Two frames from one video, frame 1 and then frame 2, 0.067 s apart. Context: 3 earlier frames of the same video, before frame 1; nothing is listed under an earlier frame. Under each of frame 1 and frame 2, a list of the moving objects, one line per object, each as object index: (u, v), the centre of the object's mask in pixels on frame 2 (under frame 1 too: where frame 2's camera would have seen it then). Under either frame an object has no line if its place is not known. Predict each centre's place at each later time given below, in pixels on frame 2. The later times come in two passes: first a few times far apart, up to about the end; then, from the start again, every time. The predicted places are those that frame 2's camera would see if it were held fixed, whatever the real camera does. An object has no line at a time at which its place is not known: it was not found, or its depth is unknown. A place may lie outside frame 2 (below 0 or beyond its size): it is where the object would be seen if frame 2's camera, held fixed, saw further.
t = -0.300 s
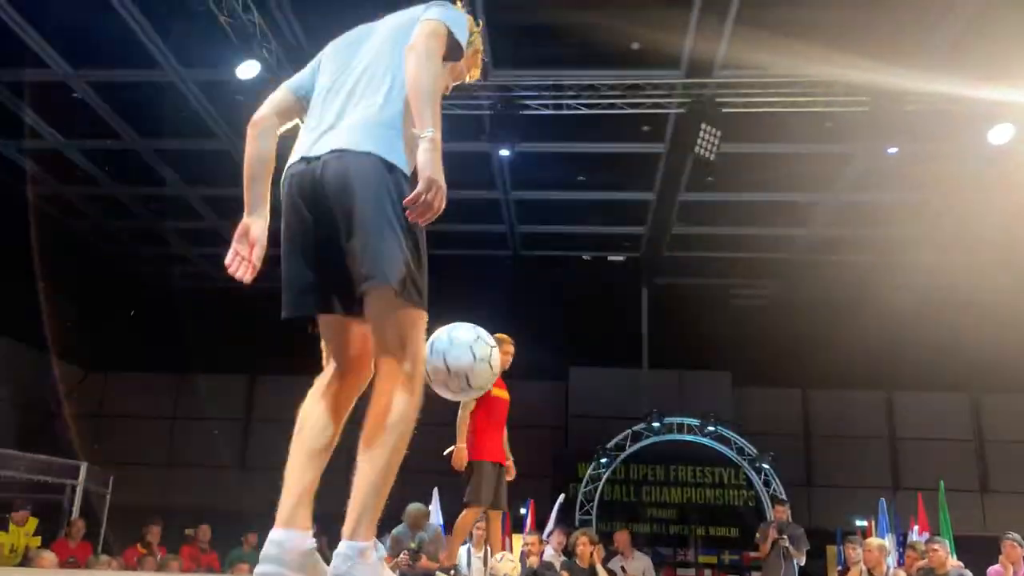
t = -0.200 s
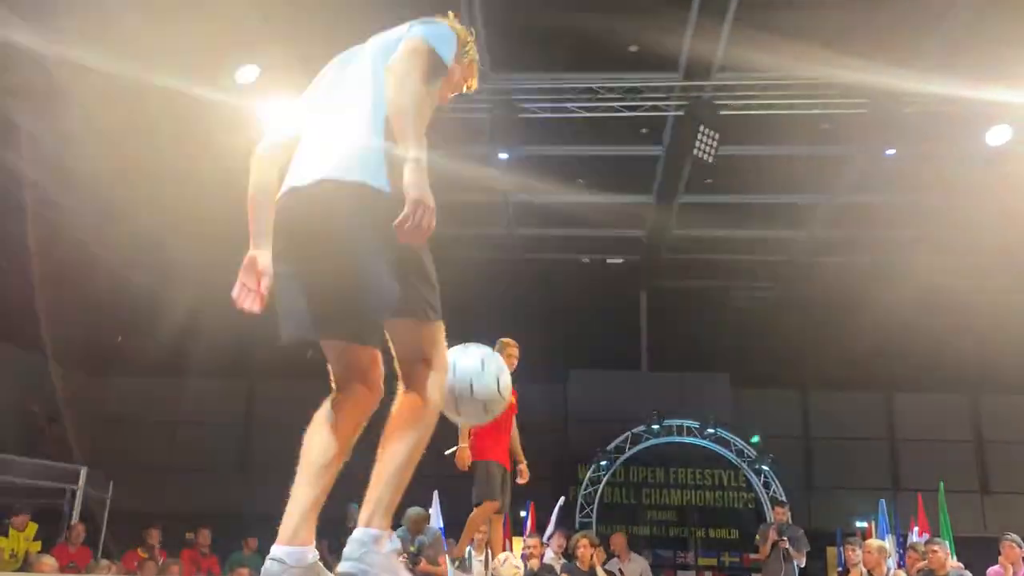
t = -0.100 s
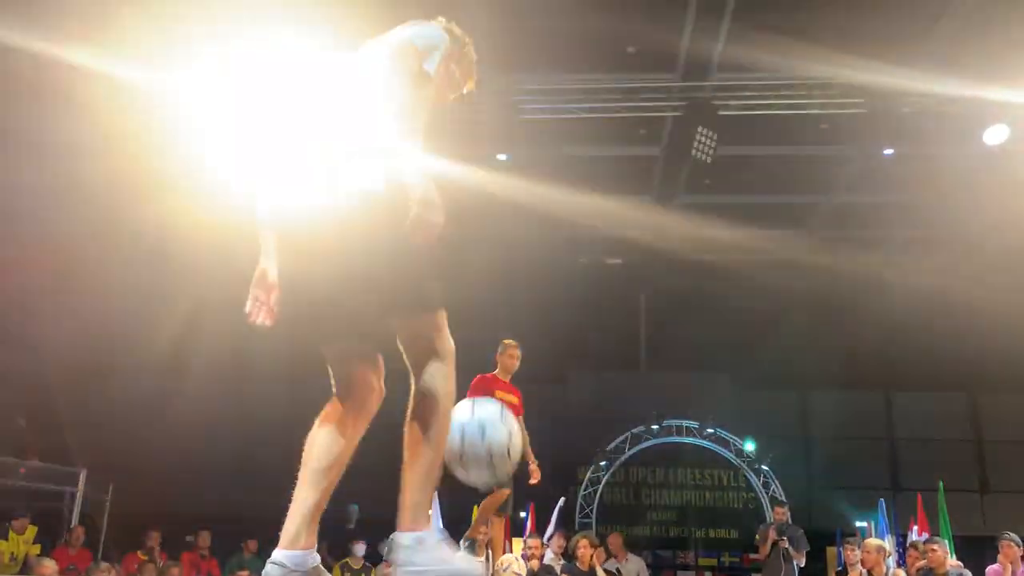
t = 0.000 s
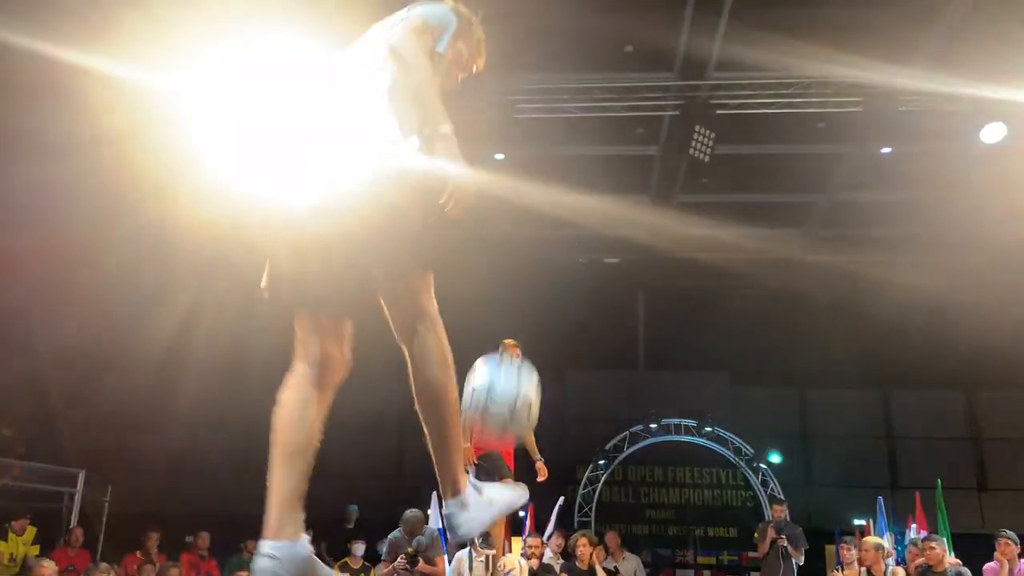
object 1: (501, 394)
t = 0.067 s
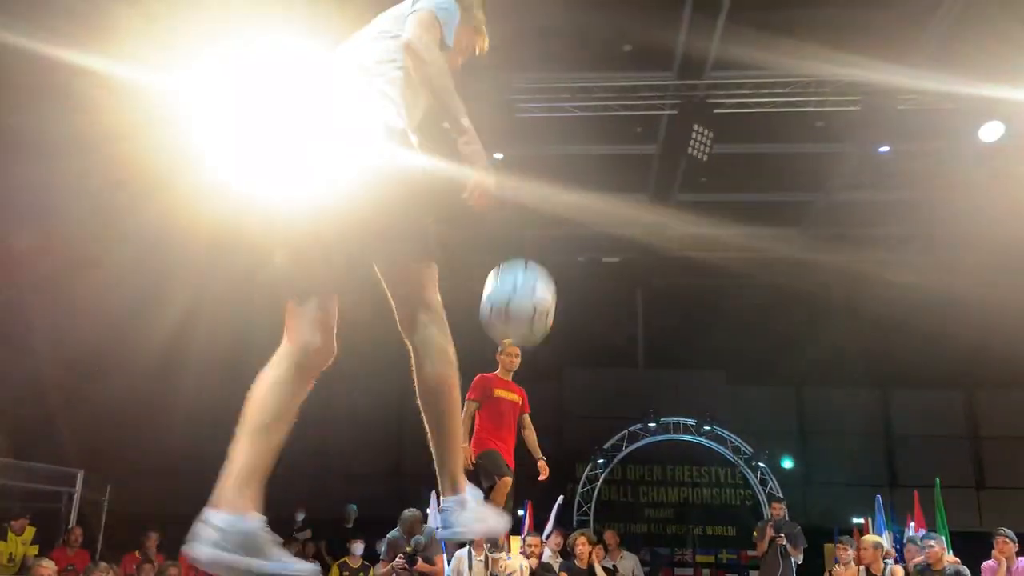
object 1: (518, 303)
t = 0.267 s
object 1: (565, 129)
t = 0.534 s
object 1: (613, 88)
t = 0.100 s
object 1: (527, 263)
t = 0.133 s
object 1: (535, 228)
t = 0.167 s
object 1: (547, 196)
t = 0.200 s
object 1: (554, 159)
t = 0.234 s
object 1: (558, 148)
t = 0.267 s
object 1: (565, 129)
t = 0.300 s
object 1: (571, 113)
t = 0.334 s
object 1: (577, 101)
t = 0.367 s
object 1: (583, 92)
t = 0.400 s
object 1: (590, 85)
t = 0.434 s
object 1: (595, 82)
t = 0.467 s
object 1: (601, 81)
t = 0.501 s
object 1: (607, 83)
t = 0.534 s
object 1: (613, 88)
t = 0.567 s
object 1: (619, 96)
